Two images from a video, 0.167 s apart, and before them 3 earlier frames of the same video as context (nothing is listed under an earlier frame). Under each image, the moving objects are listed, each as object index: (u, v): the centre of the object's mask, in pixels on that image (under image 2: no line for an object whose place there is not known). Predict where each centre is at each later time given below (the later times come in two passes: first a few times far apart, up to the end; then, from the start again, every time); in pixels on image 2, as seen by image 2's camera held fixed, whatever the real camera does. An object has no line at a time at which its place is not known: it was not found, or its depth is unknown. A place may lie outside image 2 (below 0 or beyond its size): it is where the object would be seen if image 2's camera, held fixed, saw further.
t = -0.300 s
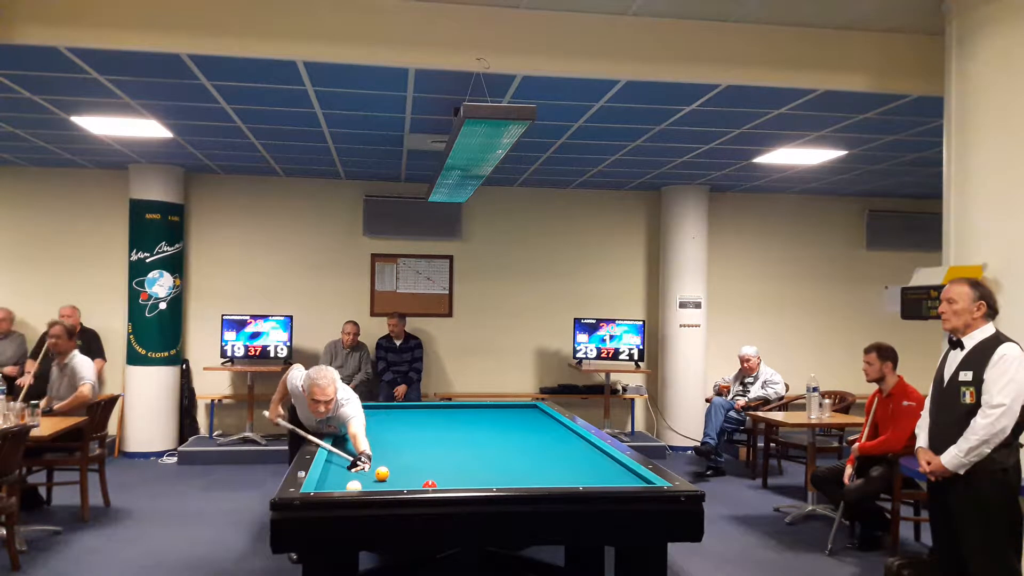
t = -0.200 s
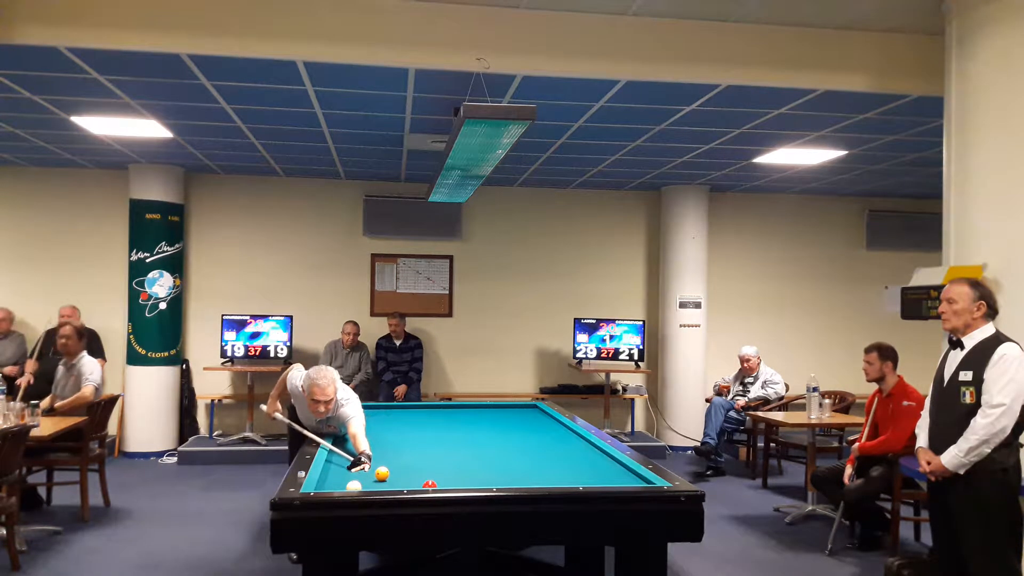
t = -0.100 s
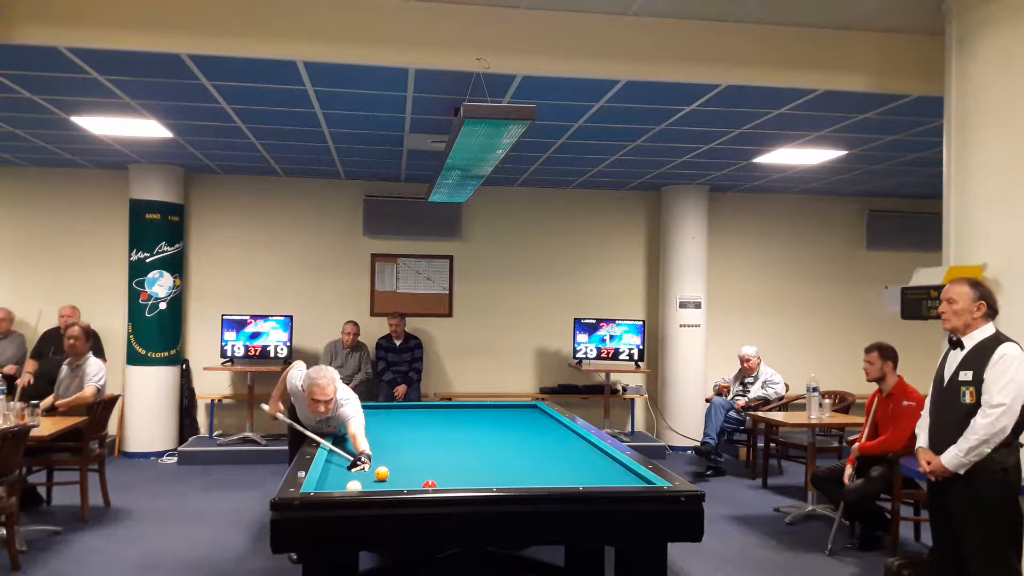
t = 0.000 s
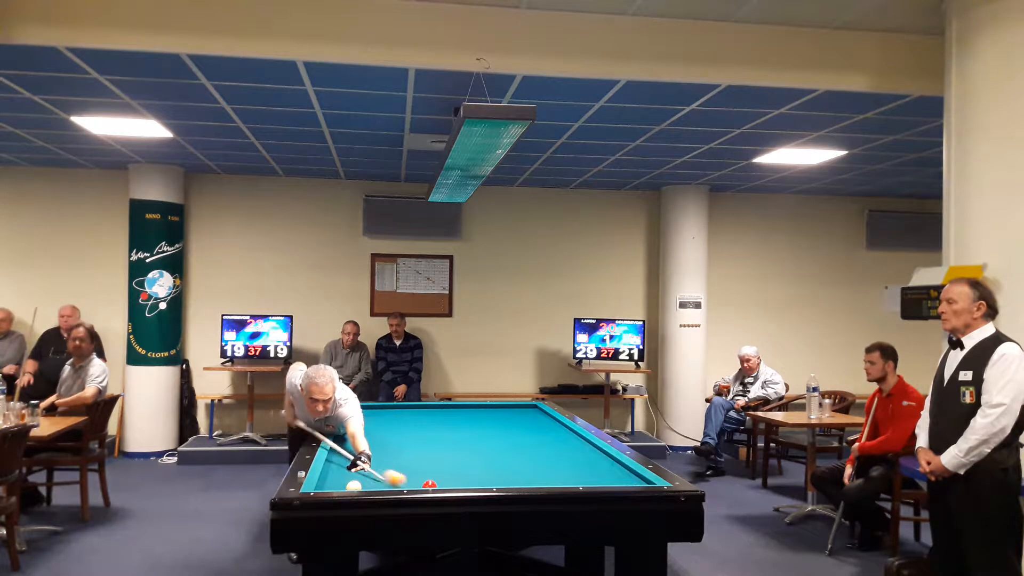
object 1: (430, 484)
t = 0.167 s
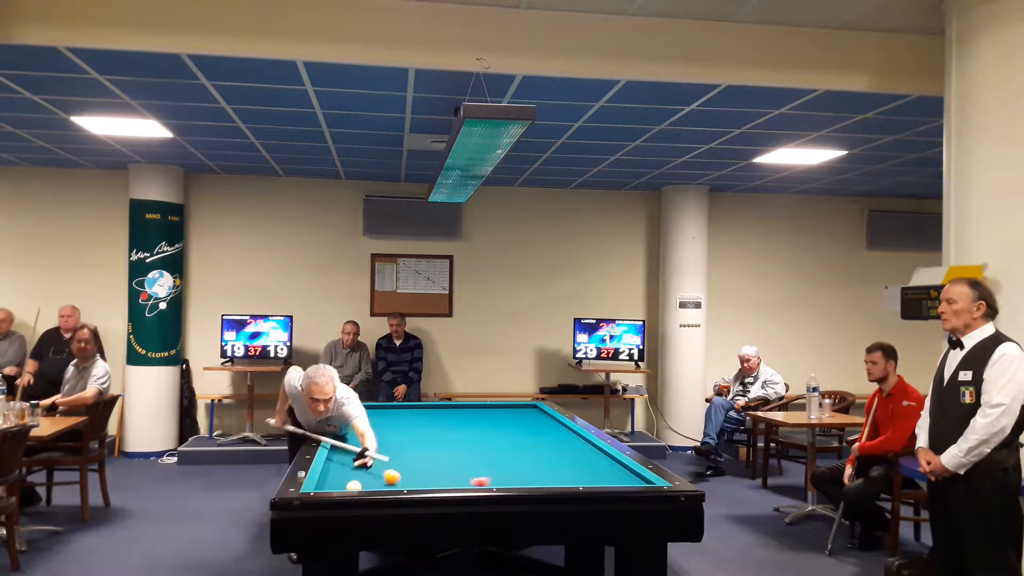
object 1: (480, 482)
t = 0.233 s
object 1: (504, 481)
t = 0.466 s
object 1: (574, 476)
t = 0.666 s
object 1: (628, 472)
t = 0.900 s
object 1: (581, 469)
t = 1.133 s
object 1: (540, 466)
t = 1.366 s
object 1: (499, 463)
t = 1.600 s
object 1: (460, 461)
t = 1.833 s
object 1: (423, 459)
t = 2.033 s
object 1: (392, 457)
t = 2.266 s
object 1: (358, 455)
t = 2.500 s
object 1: (340, 453)
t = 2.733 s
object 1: (359, 452)
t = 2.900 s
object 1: (372, 451)
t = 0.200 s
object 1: (493, 481)
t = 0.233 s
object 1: (504, 481)
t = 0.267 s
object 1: (515, 480)
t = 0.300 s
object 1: (525, 480)
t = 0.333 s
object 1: (535, 479)
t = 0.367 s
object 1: (545, 478)
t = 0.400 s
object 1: (555, 478)
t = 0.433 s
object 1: (565, 477)
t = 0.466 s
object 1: (574, 476)
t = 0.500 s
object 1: (584, 476)
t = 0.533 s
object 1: (593, 475)
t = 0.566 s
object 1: (602, 475)
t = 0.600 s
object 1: (611, 474)
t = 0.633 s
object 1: (620, 473)
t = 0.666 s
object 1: (628, 472)
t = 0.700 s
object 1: (625, 472)
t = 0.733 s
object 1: (616, 471)
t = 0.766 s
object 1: (608, 471)
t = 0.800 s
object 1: (601, 471)
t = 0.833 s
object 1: (594, 470)
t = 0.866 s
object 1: (588, 470)
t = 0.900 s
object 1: (581, 469)
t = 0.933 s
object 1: (576, 469)
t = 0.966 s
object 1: (569, 468)
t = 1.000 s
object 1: (563, 468)
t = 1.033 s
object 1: (557, 467)
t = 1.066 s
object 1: (551, 467)
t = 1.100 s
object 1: (545, 466)
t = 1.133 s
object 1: (540, 466)
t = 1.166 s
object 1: (534, 466)
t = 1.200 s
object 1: (528, 465)
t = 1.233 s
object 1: (522, 465)
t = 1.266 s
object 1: (517, 465)
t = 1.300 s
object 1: (511, 464)
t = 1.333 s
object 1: (505, 464)
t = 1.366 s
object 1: (499, 463)
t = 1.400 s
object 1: (494, 463)
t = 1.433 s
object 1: (488, 463)
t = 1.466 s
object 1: (483, 462)
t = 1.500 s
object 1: (477, 462)
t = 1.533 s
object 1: (471, 461)
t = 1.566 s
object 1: (466, 461)
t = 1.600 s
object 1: (460, 461)
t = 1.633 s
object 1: (455, 461)
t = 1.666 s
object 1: (450, 460)
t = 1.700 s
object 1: (444, 460)
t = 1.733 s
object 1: (439, 460)
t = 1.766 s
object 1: (434, 459)
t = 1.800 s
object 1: (428, 459)
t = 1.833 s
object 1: (423, 459)
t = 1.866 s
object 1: (418, 458)
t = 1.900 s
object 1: (413, 458)
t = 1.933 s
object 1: (408, 458)
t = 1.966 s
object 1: (402, 457)
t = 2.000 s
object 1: (397, 457)
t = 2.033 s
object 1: (392, 457)
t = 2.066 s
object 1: (387, 457)
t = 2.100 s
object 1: (382, 456)
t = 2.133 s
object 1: (377, 456)
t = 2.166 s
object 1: (372, 456)
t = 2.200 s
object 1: (367, 456)
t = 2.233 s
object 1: (362, 455)
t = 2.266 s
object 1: (358, 455)
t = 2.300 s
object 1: (352, 455)
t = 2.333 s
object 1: (348, 455)
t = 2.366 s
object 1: (343, 454)
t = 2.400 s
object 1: (338, 454)
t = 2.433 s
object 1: (334, 454)
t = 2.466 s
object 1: (336, 454)
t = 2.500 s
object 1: (340, 453)
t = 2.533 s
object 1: (343, 453)
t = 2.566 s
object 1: (346, 453)
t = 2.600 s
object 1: (349, 453)
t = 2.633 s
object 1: (351, 452)
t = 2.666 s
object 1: (354, 452)
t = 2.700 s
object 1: (356, 452)
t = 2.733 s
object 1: (359, 452)
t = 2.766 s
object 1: (362, 451)
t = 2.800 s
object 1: (364, 451)
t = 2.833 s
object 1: (367, 451)
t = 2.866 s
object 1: (370, 451)
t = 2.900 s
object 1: (372, 451)
